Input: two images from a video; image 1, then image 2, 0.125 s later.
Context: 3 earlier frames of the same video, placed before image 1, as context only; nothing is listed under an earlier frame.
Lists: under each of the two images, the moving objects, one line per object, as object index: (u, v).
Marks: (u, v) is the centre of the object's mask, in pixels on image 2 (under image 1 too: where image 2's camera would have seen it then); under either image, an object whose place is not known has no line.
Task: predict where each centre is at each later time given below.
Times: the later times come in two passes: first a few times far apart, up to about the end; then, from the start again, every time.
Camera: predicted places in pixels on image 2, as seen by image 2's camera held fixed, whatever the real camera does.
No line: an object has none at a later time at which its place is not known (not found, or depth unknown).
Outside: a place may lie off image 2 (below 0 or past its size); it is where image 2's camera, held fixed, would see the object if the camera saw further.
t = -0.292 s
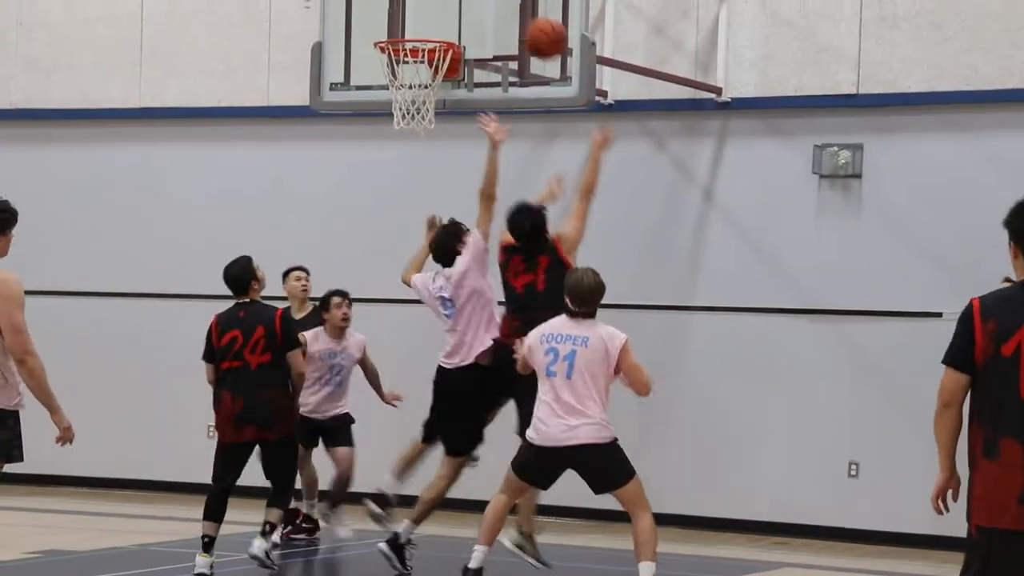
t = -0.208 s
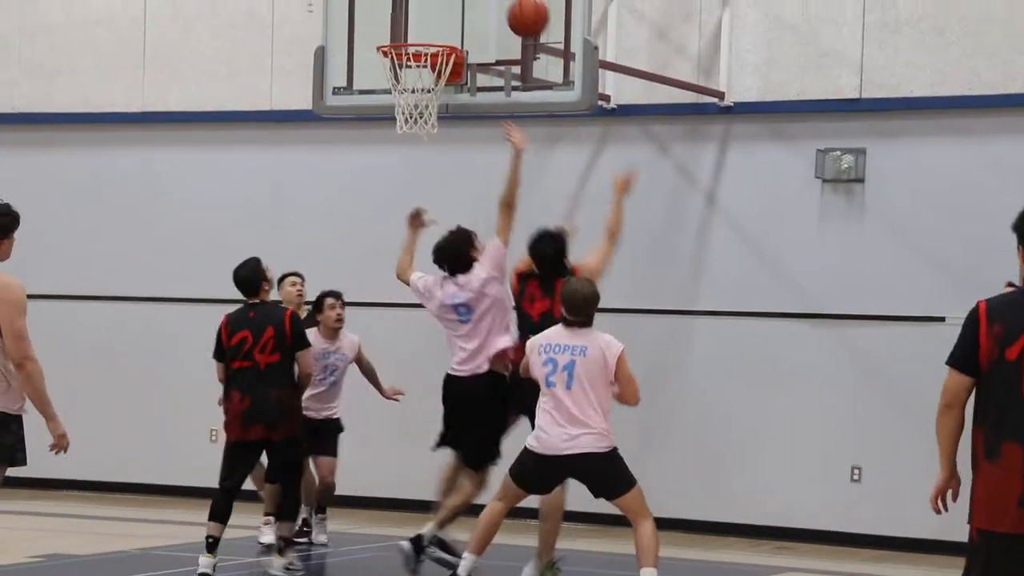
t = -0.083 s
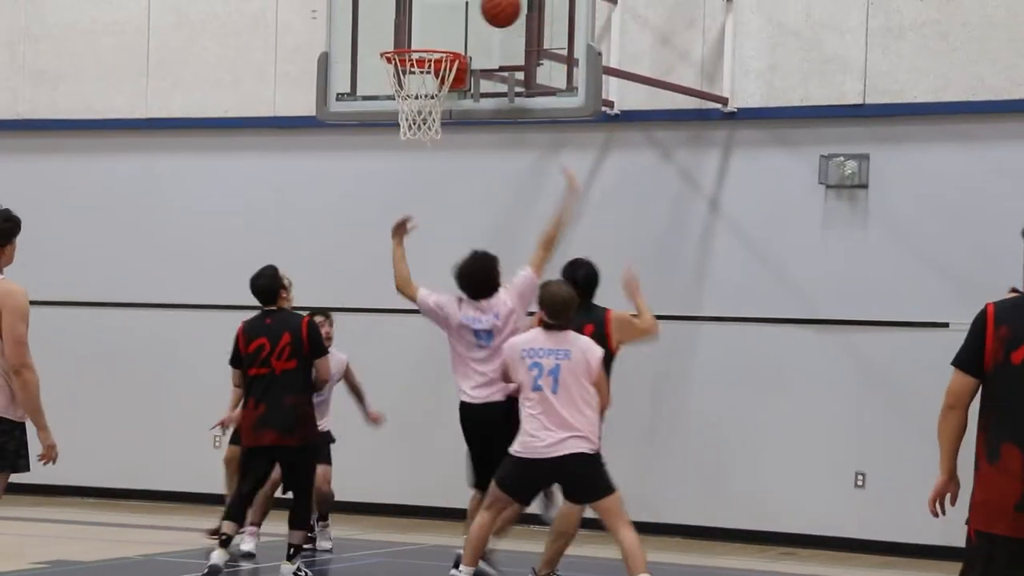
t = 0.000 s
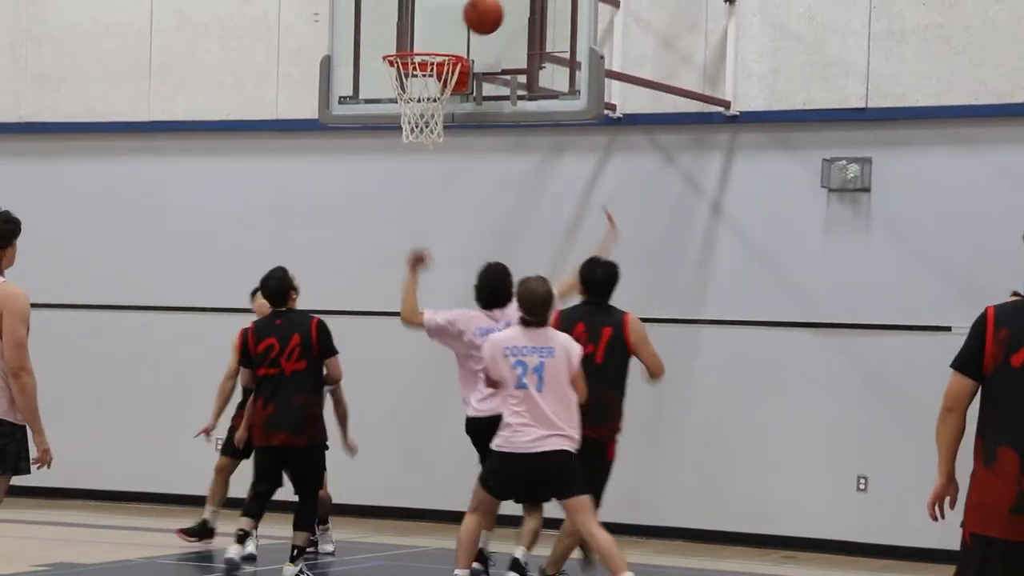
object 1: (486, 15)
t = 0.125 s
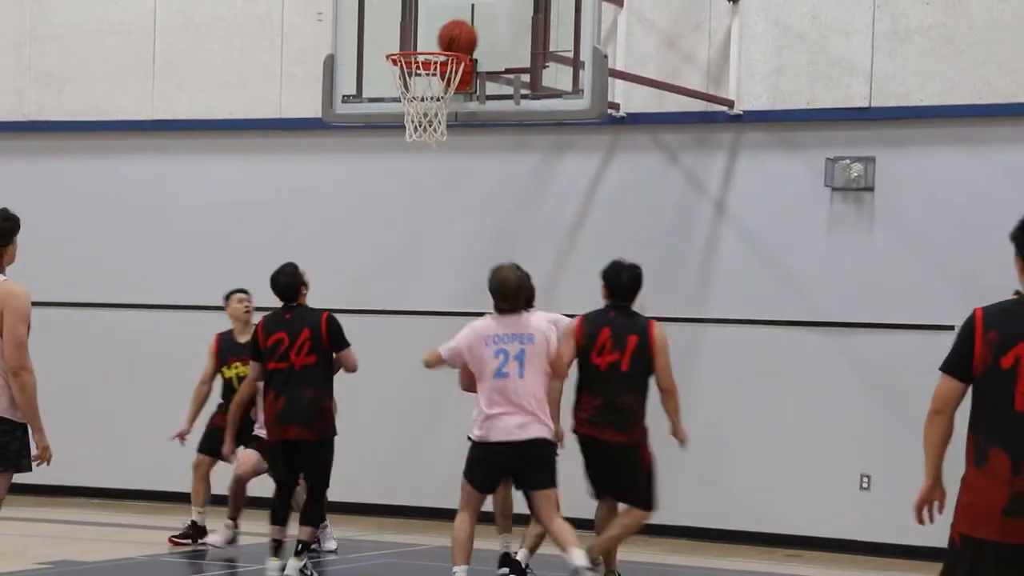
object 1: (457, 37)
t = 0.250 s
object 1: (444, 28)
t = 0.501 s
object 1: (417, 34)
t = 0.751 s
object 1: (411, 43)
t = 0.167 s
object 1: (453, 34)
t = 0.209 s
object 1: (449, 30)
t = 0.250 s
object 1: (444, 28)
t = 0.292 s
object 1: (440, 29)
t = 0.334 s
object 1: (435, 32)
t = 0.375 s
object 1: (430, 36)
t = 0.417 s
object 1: (425, 36)
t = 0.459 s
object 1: (421, 35)
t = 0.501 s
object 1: (417, 34)
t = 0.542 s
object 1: (412, 36)
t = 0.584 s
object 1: (408, 39)
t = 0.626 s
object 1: (408, 39)
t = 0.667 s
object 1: (408, 39)
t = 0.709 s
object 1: (409, 40)
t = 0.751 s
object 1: (411, 43)
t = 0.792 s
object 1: (416, 44)
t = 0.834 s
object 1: (423, 48)
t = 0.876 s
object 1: (429, 73)
